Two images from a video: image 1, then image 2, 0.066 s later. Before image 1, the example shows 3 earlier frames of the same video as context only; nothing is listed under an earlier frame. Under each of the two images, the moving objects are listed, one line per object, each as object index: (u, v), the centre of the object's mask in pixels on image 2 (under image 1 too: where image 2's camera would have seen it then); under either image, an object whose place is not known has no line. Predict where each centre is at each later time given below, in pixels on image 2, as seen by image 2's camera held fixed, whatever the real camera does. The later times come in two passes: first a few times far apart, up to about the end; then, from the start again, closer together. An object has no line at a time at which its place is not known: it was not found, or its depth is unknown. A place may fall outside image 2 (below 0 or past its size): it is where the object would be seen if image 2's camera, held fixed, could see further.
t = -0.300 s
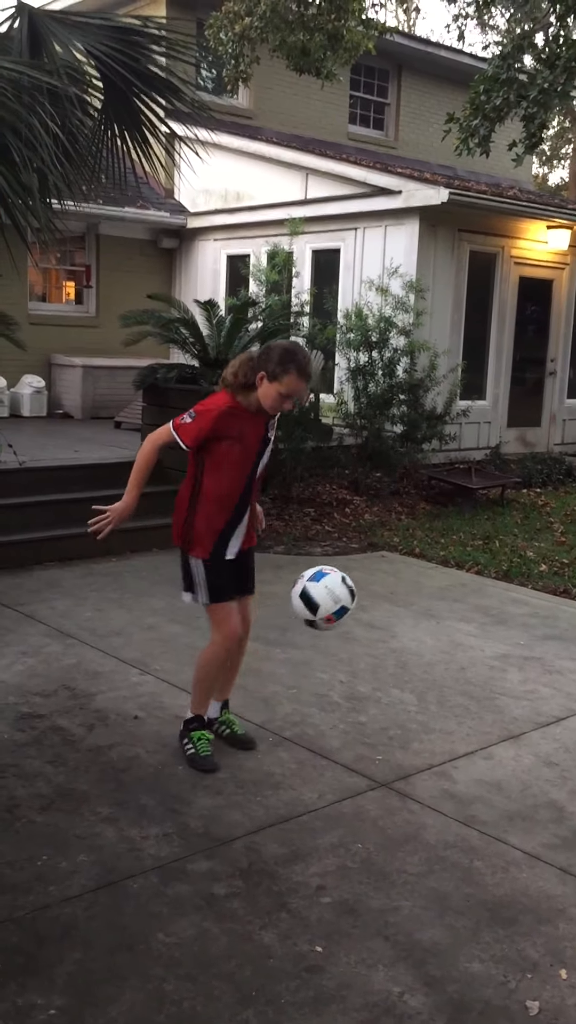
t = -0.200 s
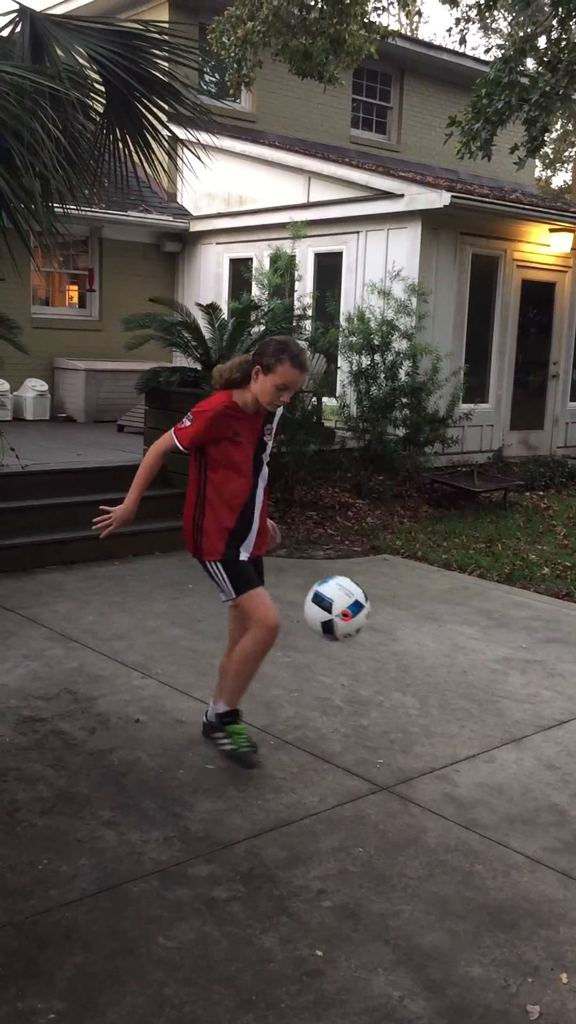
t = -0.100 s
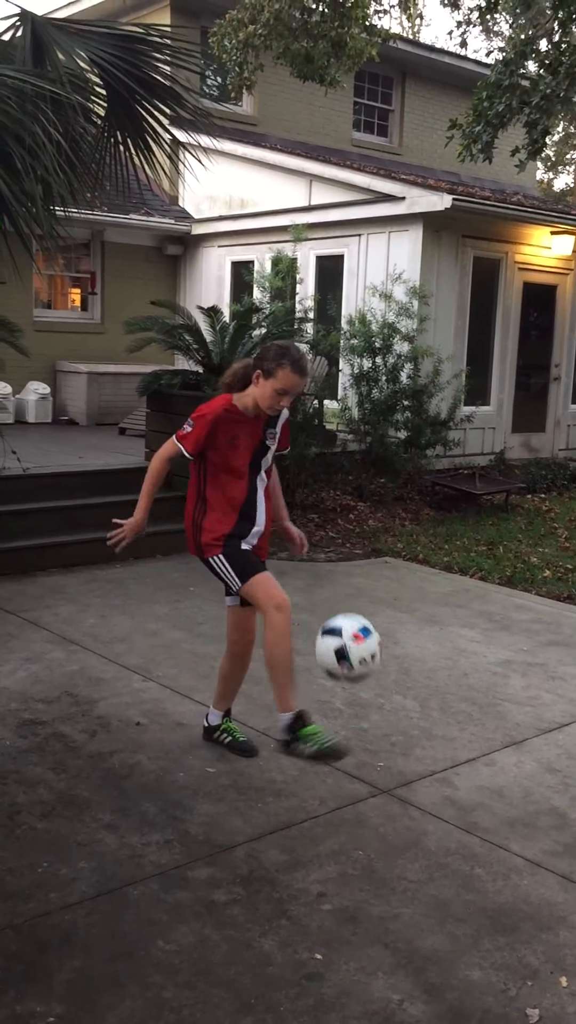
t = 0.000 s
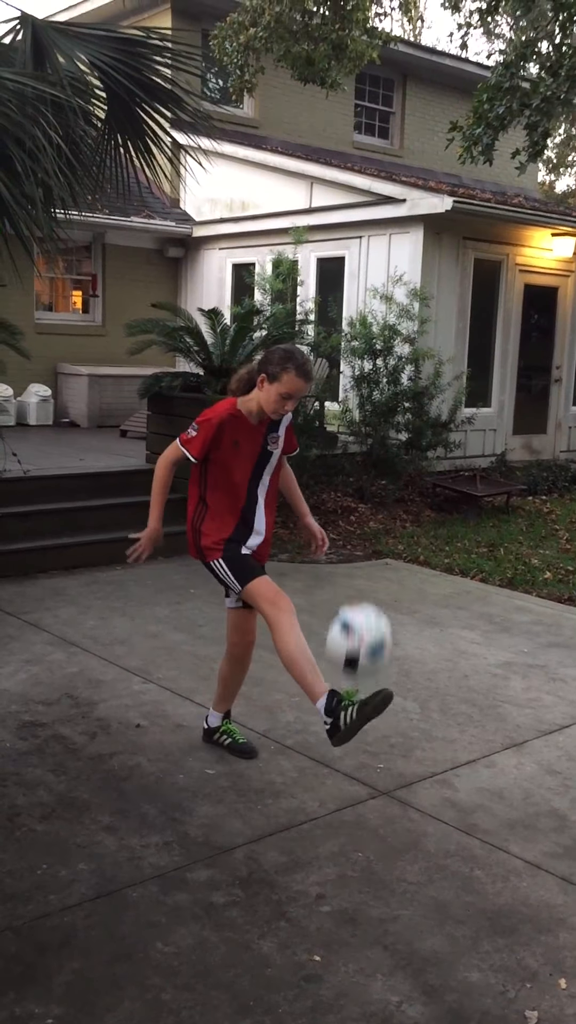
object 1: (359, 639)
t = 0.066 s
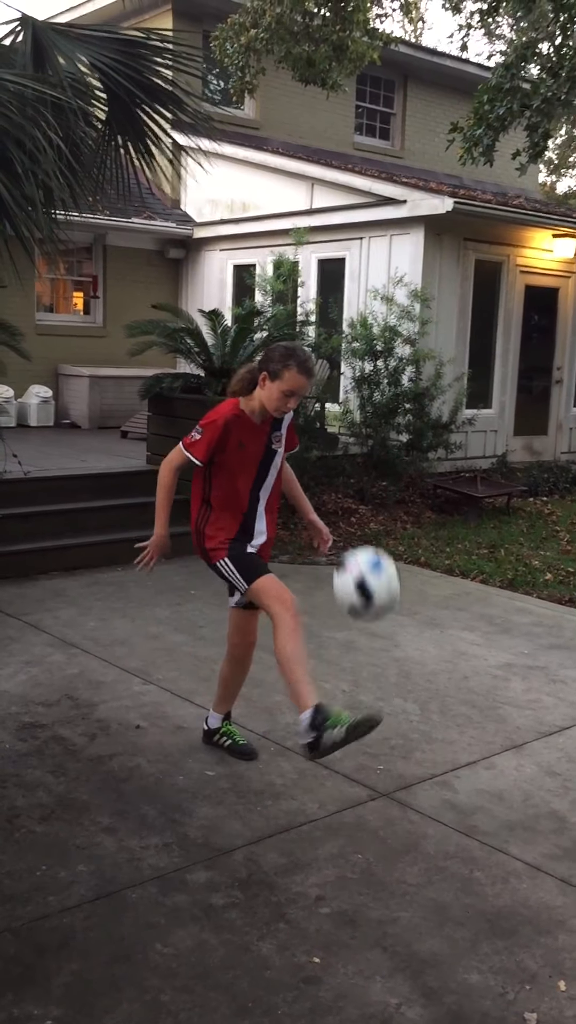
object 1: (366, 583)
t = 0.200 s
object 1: (380, 505)
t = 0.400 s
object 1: (395, 485)
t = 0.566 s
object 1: (406, 562)
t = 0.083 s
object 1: (368, 570)
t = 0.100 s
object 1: (370, 557)
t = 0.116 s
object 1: (373, 547)
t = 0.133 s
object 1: (374, 536)
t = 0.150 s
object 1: (376, 528)
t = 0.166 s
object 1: (377, 519)
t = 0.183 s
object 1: (379, 513)
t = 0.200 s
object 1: (380, 505)
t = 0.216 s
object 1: (382, 499)
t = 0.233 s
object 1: (384, 494)
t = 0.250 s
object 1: (386, 489)
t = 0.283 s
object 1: (387, 483)
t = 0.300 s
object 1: (388, 481)
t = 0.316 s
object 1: (390, 480)
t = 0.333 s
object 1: (391, 480)
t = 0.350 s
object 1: (392, 480)
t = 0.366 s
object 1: (393, 481)
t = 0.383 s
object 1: (394, 483)
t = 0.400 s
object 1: (395, 485)
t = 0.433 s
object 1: (397, 496)
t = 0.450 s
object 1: (399, 501)
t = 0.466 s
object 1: (399, 507)
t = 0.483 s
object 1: (401, 515)
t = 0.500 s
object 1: (401, 523)
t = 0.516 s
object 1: (403, 531)
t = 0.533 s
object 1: (404, 541)
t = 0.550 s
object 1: (405, 551)
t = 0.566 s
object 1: (406, 562)
